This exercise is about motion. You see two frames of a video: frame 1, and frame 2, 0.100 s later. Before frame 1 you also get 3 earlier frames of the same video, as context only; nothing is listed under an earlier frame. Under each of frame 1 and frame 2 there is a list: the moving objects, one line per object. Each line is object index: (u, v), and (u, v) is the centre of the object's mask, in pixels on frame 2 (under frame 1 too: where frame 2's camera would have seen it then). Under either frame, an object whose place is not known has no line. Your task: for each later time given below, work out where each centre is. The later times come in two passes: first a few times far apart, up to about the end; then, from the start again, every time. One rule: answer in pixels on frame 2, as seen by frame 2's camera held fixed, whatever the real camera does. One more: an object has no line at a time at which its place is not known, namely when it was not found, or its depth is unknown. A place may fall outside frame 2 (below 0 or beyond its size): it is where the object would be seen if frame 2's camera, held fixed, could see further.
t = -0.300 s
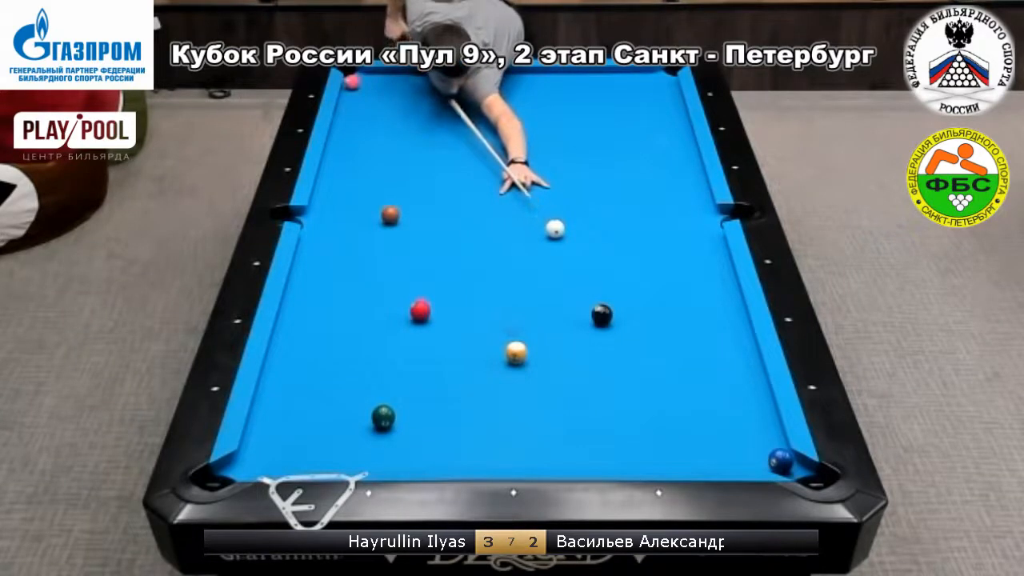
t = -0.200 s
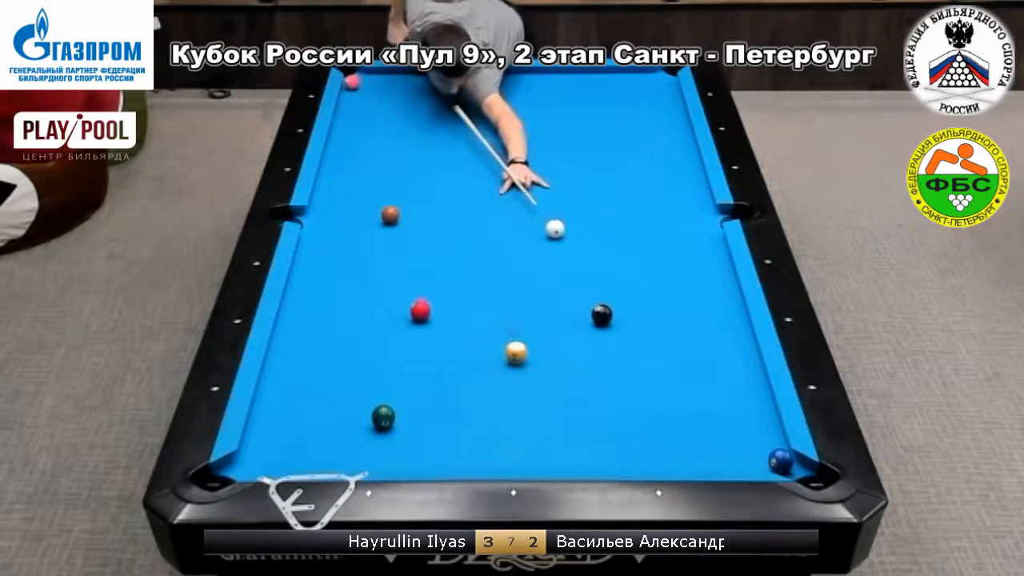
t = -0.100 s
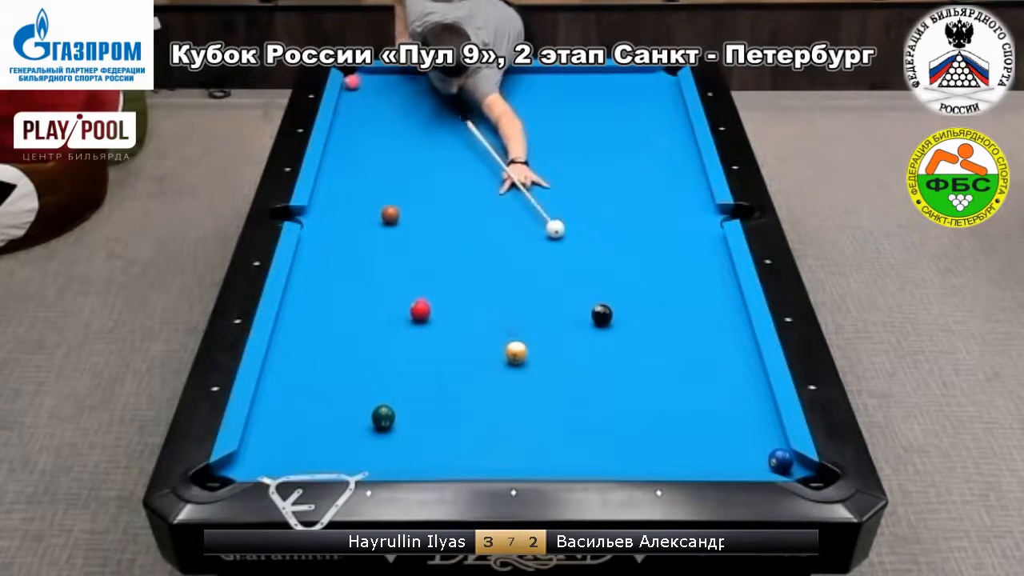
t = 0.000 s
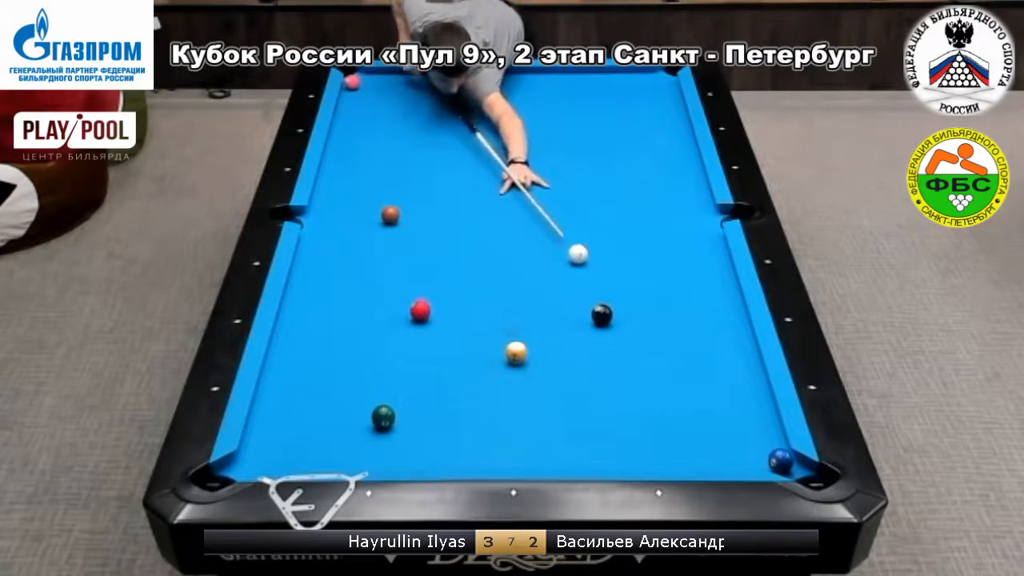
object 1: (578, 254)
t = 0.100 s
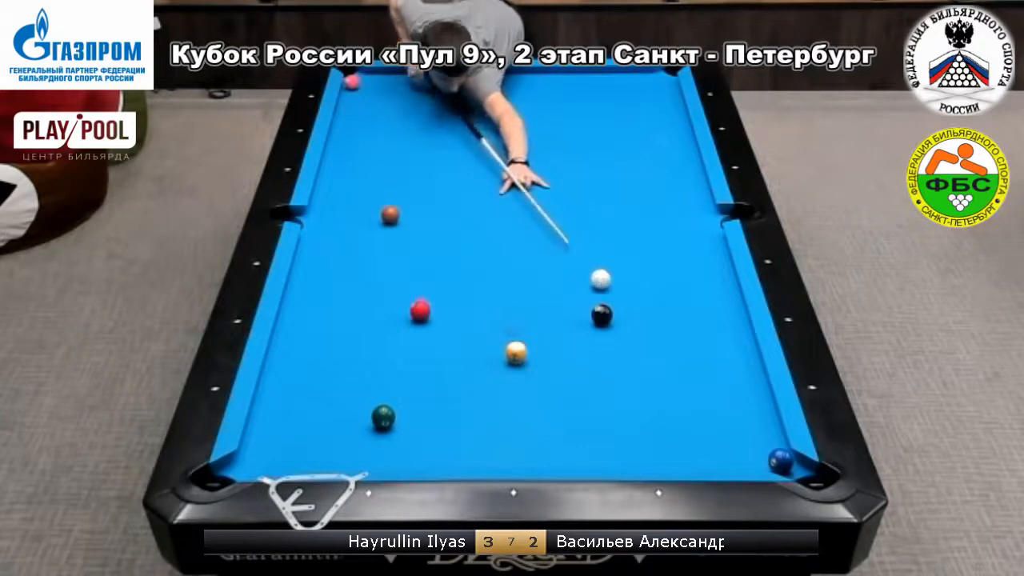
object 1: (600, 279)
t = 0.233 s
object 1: (629, 311)
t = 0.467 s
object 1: (684, 373)
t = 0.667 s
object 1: (738, 433)
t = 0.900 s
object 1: (740, 453)
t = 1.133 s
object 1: (721, 428)
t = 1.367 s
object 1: (704, 406)
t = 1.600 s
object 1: (689, 386)
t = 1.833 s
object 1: (674, 368)
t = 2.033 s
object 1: (664, 353)
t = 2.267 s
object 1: (652, 339)
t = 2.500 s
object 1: (642, 324)
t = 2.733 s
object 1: (632, 312)
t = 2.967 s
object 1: (623, 301)
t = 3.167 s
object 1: (617, 292)
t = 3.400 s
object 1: (609, 283)
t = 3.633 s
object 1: (602, 275)
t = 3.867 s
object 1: (596, 268)
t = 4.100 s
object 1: (590, 261)
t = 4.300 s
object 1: (585, 257)
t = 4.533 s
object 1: (581, 252)
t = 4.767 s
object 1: (578, 248)
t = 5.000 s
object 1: (574, 245)
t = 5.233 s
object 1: (572, 243)
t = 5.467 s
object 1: (570, 241)
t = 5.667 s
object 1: (568, 240)
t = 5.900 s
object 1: (567, 240)
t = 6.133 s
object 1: (567, 240)
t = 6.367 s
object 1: (567, 240)
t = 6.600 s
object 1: (567, 240)
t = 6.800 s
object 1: (567, 240)
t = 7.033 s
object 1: (567, 240)
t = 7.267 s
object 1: (568, 240)
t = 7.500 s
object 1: (568, 240)
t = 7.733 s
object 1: (568, 240)
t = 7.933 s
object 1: (568, 240)
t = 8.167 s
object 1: (568, 240)
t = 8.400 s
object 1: (568, 240)
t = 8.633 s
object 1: (568, 240)
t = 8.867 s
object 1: (567, 240)
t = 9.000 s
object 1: (567, 240)
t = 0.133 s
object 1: (607, 287)
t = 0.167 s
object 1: (615, 295)
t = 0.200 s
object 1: (622, 303)
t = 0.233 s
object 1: (629, 311)
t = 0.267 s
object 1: (637, 320)
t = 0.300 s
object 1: (644, 328)
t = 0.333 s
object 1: (652, 337)
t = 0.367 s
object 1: (660, 345)
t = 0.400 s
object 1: (668, 355)
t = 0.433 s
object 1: (676, 364)
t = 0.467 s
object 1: (684, 373)
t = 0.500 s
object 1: (693, 382)
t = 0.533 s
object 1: (702, 392)
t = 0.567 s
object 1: (711, 402)
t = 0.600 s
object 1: (720, 412)
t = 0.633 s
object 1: (729, 423)
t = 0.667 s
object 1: (738, 433)
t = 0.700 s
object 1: (748, 444)
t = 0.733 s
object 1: (756, 454)
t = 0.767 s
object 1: (753, 457)
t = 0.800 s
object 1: (750, 462)
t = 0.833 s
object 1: (746, 457)
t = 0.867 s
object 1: (743, 455)
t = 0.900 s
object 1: (740, 453)
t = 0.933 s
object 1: (737, 448)
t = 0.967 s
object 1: (735, 445)
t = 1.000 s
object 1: (732, 441)
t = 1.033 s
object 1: (729, 438)
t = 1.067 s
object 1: (726, 435)
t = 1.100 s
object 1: (724, 431)
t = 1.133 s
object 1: (721, 428)
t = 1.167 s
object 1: (719, 424)
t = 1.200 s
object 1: (716, 421)
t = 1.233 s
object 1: (714, 418)
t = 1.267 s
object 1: (711, 415)
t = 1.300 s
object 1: (709, 412)
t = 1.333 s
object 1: (706, 409)
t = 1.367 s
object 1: (704, 406)
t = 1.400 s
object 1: (702, 403)
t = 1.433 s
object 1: (700, 400)
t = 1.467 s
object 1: (698, 397)
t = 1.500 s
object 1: (696, 394)
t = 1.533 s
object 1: (693, 391)
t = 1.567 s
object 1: (691, 389)
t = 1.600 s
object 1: (689, 386)
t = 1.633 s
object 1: (687, 383)
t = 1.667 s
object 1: (685, 380)
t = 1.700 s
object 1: (682, 378)
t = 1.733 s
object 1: (680, 375)
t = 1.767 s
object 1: (678, 373)
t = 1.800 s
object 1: (677, 370)
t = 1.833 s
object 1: (674, 368)
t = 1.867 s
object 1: (673, 365)
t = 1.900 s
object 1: (671, 363)
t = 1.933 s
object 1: (669, 360)
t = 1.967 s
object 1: (667, 358)
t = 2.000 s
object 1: (665, 356)
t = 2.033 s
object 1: (664, 353)
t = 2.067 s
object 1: (662, 351)
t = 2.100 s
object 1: (660, 349)
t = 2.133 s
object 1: (659, 347)
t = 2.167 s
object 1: (657, 345)
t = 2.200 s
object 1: (655, 342)
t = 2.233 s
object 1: (654, 340)
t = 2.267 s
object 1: (652, 339)
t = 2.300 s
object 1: (651, 336)
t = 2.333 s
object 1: (649, 334)
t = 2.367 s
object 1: (647, 332)
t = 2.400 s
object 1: (646, 330)
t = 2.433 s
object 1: (645, 328)
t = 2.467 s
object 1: (643, 326)
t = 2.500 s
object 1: (642, 324)
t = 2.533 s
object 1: (640, 323)
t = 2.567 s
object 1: (639, 321)
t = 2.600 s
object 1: (637, 319)
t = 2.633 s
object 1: (636, 317)
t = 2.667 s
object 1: (635, 316)
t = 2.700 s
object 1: (633, 314)
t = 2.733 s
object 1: (632, 312)
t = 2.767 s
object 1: (631, 310)
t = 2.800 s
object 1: (630, 309)
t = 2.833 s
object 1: (628, 307)
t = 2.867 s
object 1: (627, 306)
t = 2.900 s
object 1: (626, 304)
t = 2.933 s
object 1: (624, 303)
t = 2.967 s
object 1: (623, 301)
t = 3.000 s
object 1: (622, 299)
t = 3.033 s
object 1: (621, 298)
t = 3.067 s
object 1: (620, 296)
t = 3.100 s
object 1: (618, 295)
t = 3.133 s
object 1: (618, 294)
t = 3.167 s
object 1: (617, 292)
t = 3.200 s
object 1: (615, 291)
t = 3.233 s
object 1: (614, 290)
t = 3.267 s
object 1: (613, 288)
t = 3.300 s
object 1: (612, 287)
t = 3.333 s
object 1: (611, 286)
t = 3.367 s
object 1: (610, 284)
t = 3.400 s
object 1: (609, 283)
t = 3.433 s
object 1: (608, 282)
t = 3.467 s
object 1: (607, 281)
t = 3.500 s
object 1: (606, 279)
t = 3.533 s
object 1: (605, 278)
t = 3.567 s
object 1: (604, 277)
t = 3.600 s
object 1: (603, 276)
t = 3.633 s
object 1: (602, 275)
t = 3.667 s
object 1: (601, 274)
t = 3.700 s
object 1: (601, 273)
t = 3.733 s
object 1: (600, 272)
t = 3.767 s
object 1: (599, 271)
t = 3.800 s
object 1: (598, 270)
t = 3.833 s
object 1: (597, 269)
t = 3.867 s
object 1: (596, 268)
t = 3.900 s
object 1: (595, 267)
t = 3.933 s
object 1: (594, 266)
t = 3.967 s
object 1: (593, 265)
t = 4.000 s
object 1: (593, 264)
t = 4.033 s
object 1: (592, 263)
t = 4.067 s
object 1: (591, 262)
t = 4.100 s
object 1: (590, 261)
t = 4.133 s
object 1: (589, 261)
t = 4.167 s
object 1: (588, 260)
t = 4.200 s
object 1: (588, 259)
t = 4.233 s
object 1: (587, 258)
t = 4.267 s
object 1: (586, 257)
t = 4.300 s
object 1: (585, 257)
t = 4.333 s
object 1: (585, 256)
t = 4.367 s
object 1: (584, 256)
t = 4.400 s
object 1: (583, 255)
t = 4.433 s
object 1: (583, 254)
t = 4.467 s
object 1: (582, 253)
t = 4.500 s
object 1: (582, 252)
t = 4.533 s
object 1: (581, 252)
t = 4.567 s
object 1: (581, 251)
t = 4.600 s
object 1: (580, 251)
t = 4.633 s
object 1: (580, 250)
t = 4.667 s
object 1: (579, 249)
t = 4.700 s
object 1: (579, 249)
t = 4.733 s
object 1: (578, 249)
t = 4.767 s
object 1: (578, 248)
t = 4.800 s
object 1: (577, 248)
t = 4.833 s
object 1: (577, 247)
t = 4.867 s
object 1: (576, 247)
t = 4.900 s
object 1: (576, 246)
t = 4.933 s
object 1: (575, 246)
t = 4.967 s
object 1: (575, 245)
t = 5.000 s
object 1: (574, 245)
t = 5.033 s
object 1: (574, 245)
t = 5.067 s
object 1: (573, 244)
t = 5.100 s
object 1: (573, 244)
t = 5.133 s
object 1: (573, 244)
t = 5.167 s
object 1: (572, 243)
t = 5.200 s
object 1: (572, 243)
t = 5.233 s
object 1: (572, 243)
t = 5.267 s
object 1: (571, 242)
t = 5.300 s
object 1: (571, 242)
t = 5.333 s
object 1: (571, 242)
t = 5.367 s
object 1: (571, 241)
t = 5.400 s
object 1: (570, 241)
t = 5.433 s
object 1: (570, 241)
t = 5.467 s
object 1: (570, 241)
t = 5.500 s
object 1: (569, 240)
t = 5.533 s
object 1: (569, 240)
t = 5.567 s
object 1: (569, 240)
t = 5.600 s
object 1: (568, 240)
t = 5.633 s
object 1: (569, 240)
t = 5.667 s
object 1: (568, 240)
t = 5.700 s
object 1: (568, 240)
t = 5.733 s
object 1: (568, 240)
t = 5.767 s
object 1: (568, 240)
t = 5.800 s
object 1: (568, 240)
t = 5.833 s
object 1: (568, 240)
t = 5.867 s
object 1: (568, 240)
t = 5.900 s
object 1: (567, 240)
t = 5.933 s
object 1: (567, 240)
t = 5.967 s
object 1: (567, 240)
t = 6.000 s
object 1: (567, 240)
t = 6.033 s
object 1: (567, 240)
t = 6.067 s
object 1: (567, 240)
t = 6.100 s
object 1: (567, 240)
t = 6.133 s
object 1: (567, 240)
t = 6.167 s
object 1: (567, 240)
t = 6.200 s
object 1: (567, 240)
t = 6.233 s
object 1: (567, 240)
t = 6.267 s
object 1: (567, 240)
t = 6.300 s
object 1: (567, 240)
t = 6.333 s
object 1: (567, 240)
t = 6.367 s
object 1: (567, 240)
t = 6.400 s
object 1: (567, 240)
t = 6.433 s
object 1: (567, 240)
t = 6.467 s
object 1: (567, 240)
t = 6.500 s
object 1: (567, 240)
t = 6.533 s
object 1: (567, 240)
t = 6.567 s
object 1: (567, 240)
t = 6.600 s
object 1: (567, 240)
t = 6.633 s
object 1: (567, 240)
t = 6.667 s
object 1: (567, 240)
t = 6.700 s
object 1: (567, 240)
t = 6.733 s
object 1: (567, 240)
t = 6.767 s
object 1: (567, 240)
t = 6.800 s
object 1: (567, 240)
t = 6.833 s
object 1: (567, 240)
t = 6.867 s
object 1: (567, 240)
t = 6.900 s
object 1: (567, 240)
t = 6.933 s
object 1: (567, 240)
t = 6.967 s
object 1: (567, 240)
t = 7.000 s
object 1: (567, 240)
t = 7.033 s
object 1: (567, 240)
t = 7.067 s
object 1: (567, 239)
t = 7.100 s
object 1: (568, 240)
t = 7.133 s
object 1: (568, 240)
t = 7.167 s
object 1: (568, 240)
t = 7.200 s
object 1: (568, 240)
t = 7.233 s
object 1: (568, 240)
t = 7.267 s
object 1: (568, 240)
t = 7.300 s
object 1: (568, 240)
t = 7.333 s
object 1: (568, 240)
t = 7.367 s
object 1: (568, 240)
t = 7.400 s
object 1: (568, 240)
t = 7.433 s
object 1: (568, 240)
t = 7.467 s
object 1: (568, 240)
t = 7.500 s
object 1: (568, 240)
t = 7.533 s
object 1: (568, 240)
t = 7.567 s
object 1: (568, 240)
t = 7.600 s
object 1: (568, 240)
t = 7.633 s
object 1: (568, 240)
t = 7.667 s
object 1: (568, 240)
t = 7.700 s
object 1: (568, 240)
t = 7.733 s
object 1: (568, 240)
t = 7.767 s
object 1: (568, 240)
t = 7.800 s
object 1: (568, 240)
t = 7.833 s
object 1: (568, 240)
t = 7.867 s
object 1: (568, 240)
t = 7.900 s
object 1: (568, 240)
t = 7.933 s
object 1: (568, 240)
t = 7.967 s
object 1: (568, 240)
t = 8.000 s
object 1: (568, 240)
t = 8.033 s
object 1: (568, 240)
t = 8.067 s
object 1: (568, 240)
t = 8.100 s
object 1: (568, 240)
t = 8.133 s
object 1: (568, 240)
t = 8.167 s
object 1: (568, 240)
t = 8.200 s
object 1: (568, 240)
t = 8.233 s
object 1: (568, 240)
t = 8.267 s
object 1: (568, 240)
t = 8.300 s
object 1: (568, 240)
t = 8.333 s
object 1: (568, 239)
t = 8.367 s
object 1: (568, 240)
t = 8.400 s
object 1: (568, 240)
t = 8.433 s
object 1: (568, 240)
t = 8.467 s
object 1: (567, 240)
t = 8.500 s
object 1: (568, 240)
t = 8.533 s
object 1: (567, 240)
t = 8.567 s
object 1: (568, 240)
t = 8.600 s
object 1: (568, 240)
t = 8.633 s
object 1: (568, 240)
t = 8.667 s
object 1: (567, 240)
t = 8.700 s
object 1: (568, 240)
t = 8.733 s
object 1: (567, 240)
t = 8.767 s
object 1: (567, 240)
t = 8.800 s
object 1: (567, 240)
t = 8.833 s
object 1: (567, 240)
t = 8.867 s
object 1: (567, 240)
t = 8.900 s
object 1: (567, 240)
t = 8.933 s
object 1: (567, 240)
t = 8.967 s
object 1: (567, 240)
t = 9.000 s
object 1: (567, 240)
